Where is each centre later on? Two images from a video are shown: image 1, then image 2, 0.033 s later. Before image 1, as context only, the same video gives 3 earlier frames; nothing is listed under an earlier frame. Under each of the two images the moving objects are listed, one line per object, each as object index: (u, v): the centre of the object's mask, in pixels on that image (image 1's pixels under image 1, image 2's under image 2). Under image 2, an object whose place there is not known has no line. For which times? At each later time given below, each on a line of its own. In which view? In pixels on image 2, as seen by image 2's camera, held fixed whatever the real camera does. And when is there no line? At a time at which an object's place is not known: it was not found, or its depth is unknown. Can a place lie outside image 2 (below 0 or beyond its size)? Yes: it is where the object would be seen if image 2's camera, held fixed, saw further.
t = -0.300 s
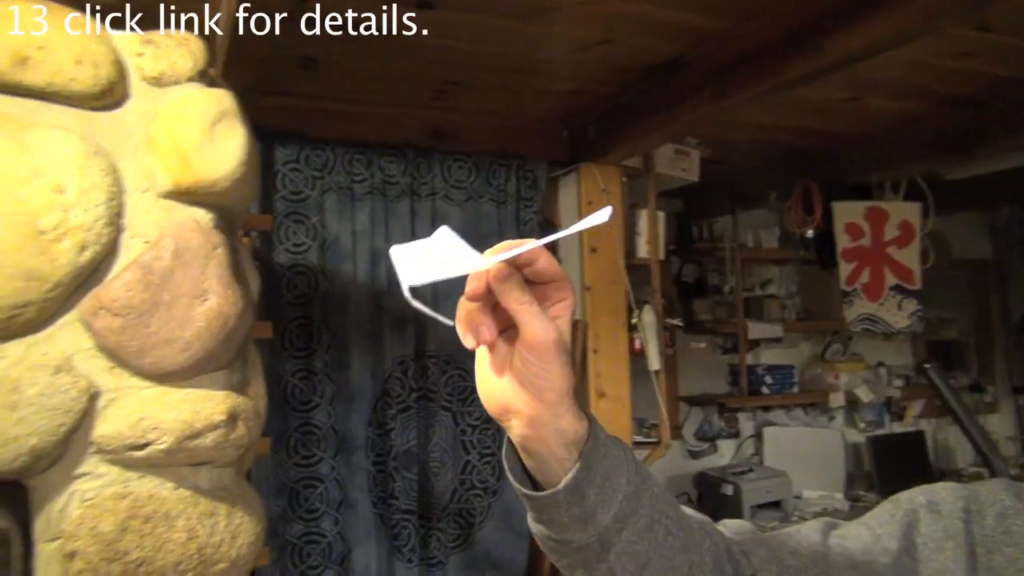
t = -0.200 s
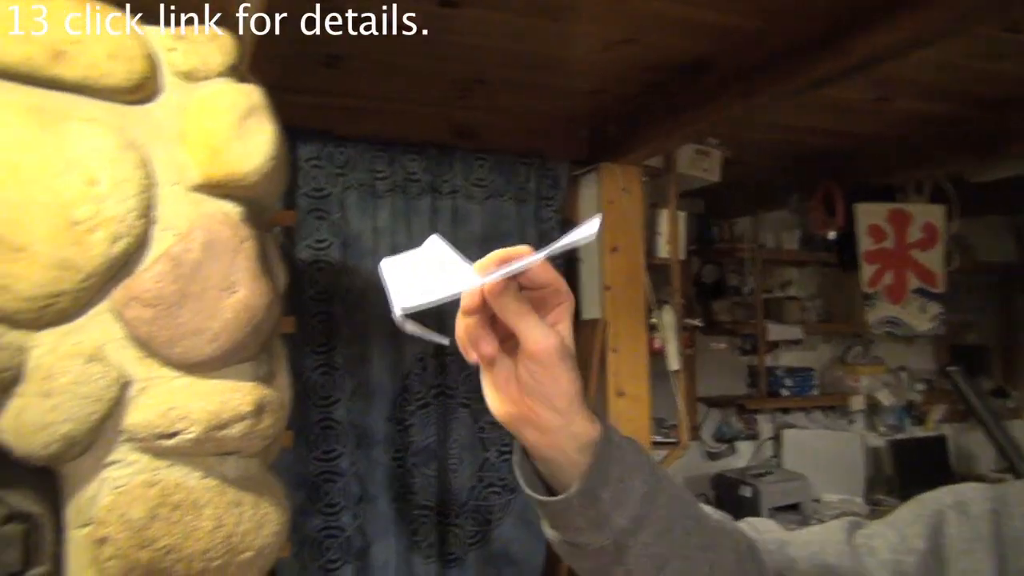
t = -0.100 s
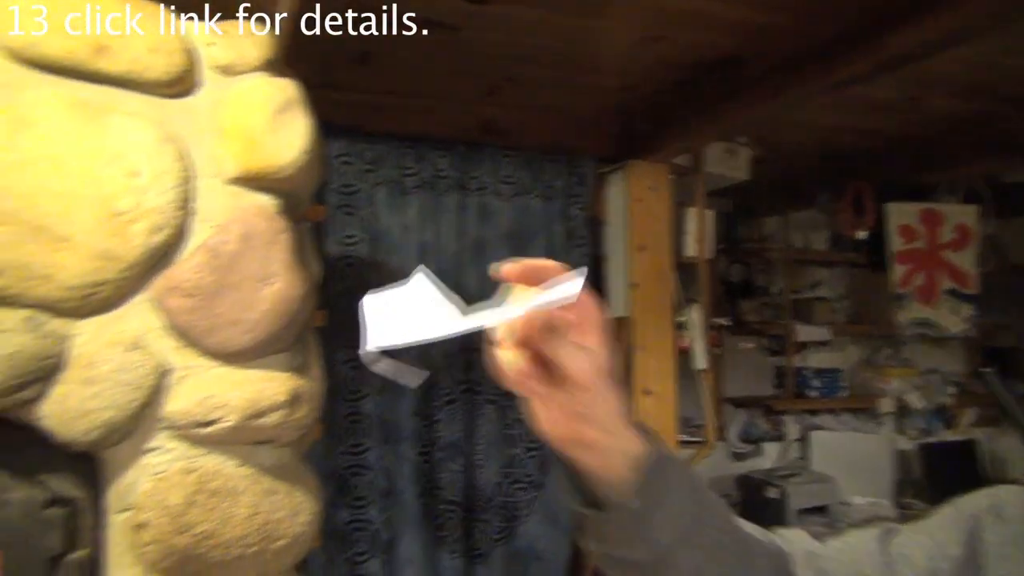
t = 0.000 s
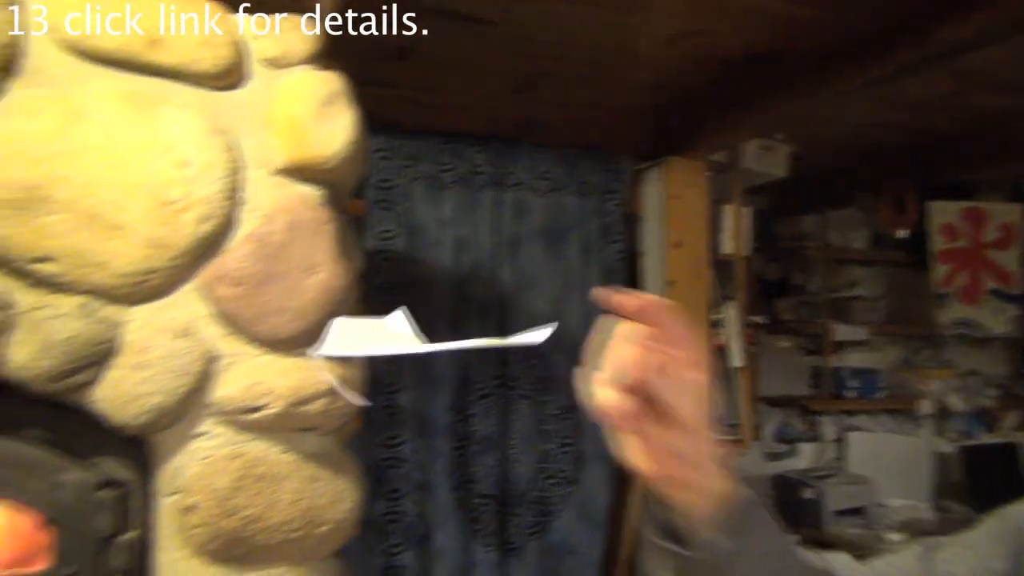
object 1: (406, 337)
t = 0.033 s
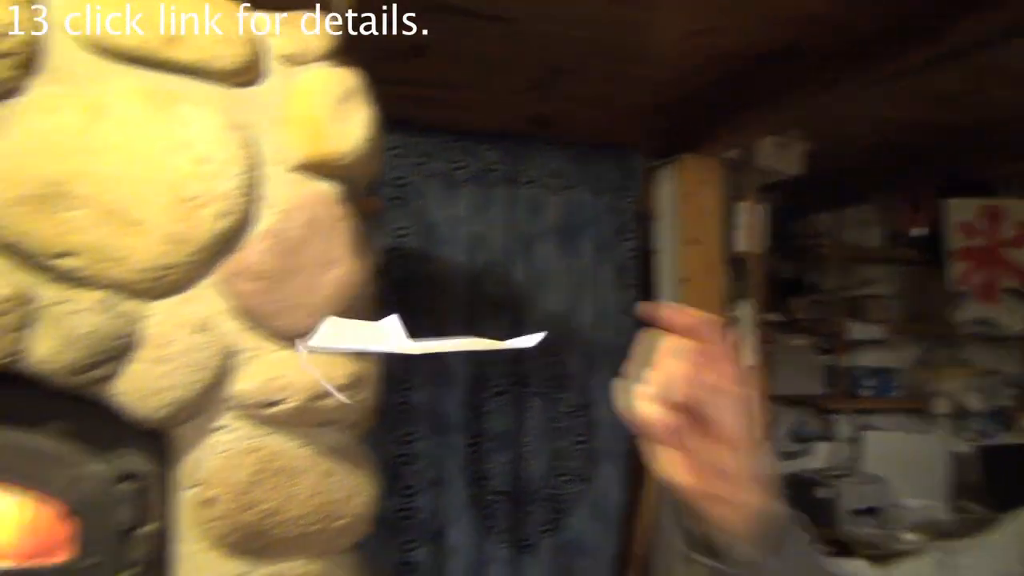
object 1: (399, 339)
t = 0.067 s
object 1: (385, 341)
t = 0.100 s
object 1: (374, 339)
